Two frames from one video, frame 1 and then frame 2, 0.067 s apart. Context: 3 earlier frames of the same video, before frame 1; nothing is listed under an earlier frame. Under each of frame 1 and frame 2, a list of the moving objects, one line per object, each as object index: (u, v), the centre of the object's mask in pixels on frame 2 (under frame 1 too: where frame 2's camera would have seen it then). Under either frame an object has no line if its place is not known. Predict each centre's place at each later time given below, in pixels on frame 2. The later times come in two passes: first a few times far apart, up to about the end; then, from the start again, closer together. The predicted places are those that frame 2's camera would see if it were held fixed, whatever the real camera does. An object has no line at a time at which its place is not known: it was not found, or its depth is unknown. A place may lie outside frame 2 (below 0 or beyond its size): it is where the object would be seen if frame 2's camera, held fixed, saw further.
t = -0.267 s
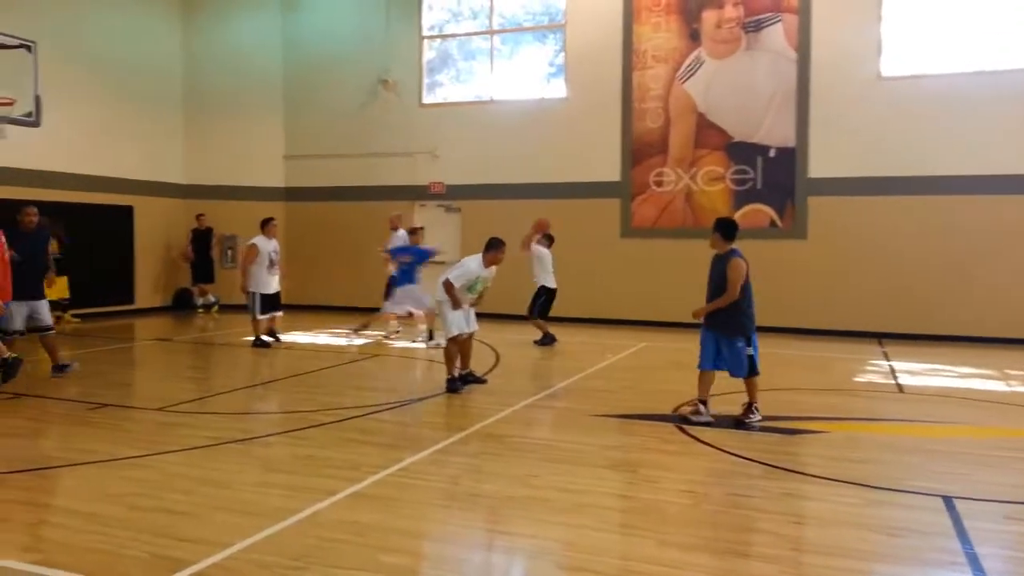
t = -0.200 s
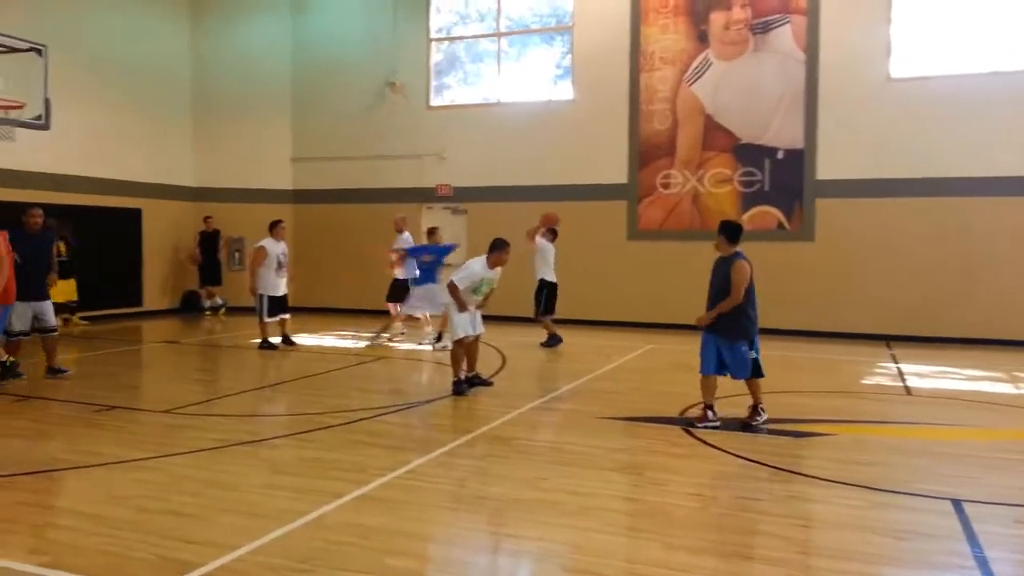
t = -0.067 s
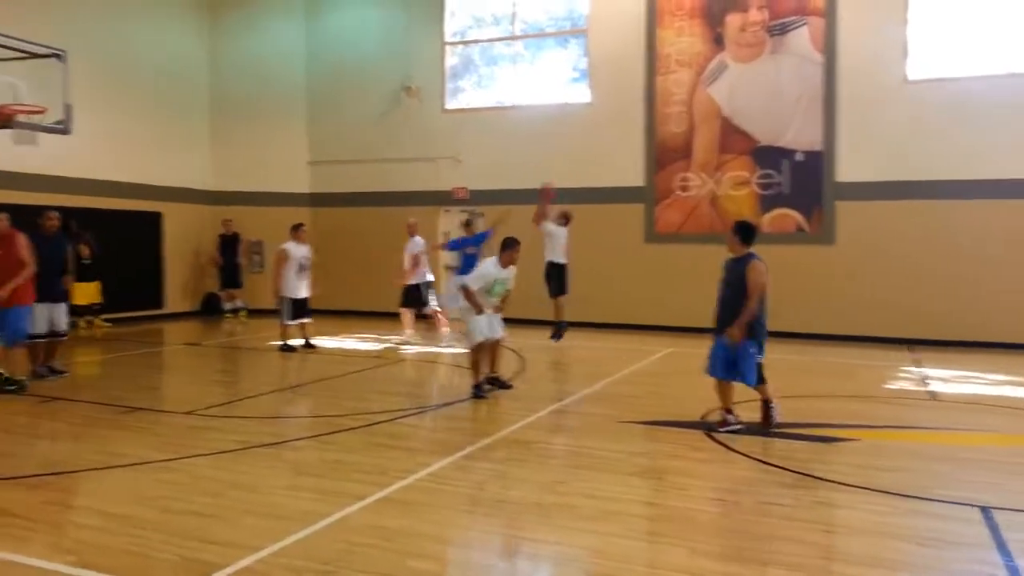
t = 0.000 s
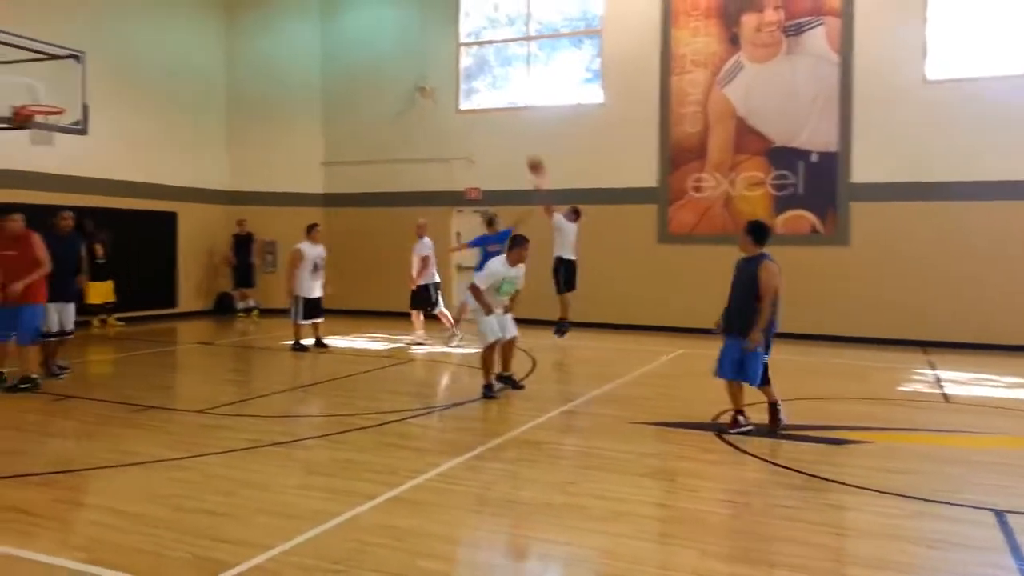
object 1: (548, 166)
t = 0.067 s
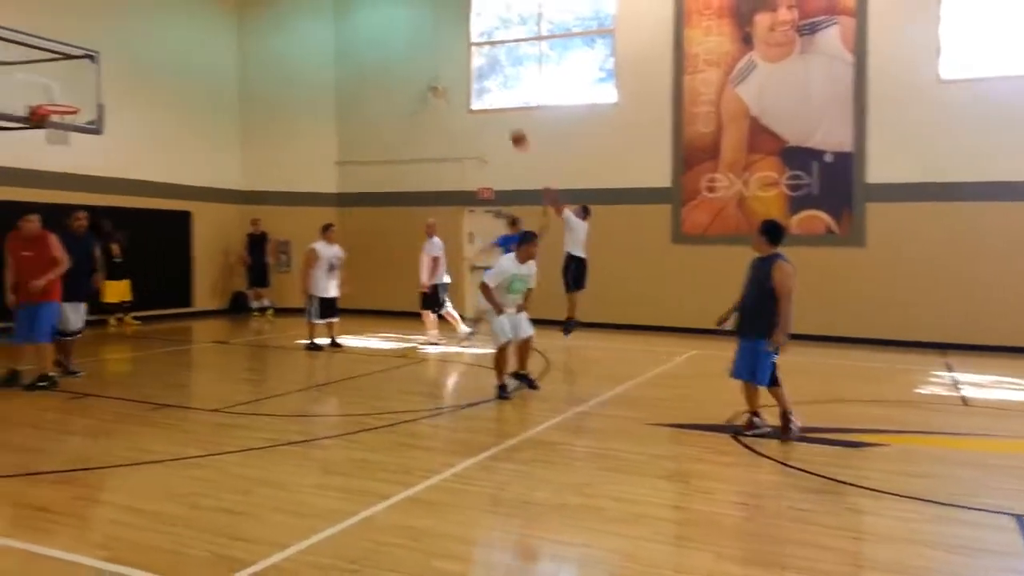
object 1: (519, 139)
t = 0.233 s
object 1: (442, 85)
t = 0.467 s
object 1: (332, 39)
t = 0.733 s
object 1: (207, 38)
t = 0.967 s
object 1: (94, 81)
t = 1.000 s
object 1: (77, 91)
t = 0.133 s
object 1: (488, 115)
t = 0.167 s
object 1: (472, 104)
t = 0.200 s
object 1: (458, 94)
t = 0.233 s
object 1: (442, 85)
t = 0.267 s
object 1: (427, 76)
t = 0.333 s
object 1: (396, 60)
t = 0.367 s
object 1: (380, 54)
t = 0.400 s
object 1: (364, 48)
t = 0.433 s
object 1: (349, 44)
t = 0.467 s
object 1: (332, 39)
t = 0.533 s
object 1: (302, 34)
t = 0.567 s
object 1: (286, 33)
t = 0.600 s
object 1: (270, 33)
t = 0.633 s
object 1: (254, 33)
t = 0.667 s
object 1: (239, 34)
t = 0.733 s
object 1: (207, 38)
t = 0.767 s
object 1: (190, 41)
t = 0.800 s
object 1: (174, 46)
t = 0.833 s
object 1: (158, 51)
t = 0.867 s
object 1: (143, 57)
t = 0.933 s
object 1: (110, 72)
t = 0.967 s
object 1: (94, 81)
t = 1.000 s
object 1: (77, 91)
